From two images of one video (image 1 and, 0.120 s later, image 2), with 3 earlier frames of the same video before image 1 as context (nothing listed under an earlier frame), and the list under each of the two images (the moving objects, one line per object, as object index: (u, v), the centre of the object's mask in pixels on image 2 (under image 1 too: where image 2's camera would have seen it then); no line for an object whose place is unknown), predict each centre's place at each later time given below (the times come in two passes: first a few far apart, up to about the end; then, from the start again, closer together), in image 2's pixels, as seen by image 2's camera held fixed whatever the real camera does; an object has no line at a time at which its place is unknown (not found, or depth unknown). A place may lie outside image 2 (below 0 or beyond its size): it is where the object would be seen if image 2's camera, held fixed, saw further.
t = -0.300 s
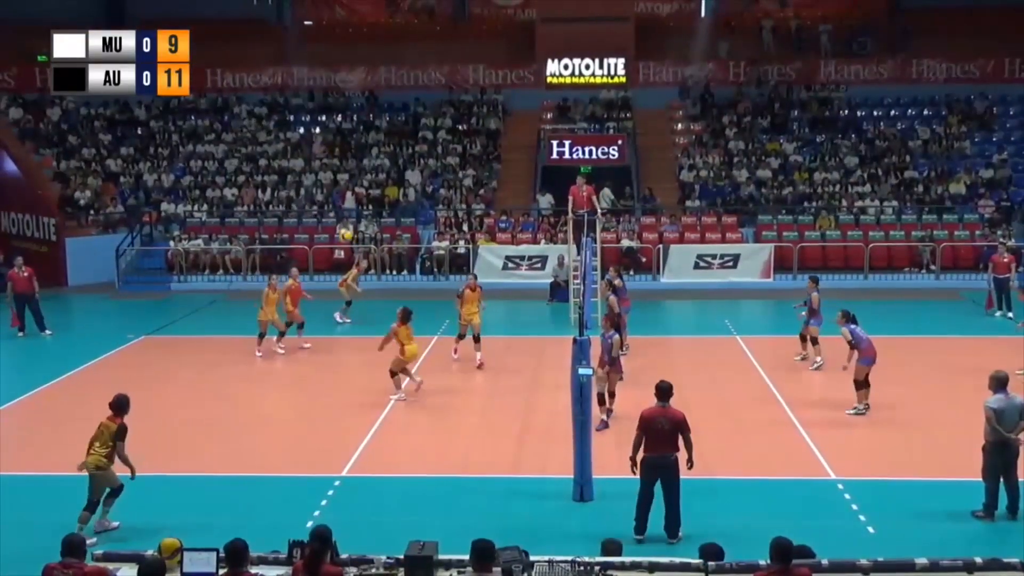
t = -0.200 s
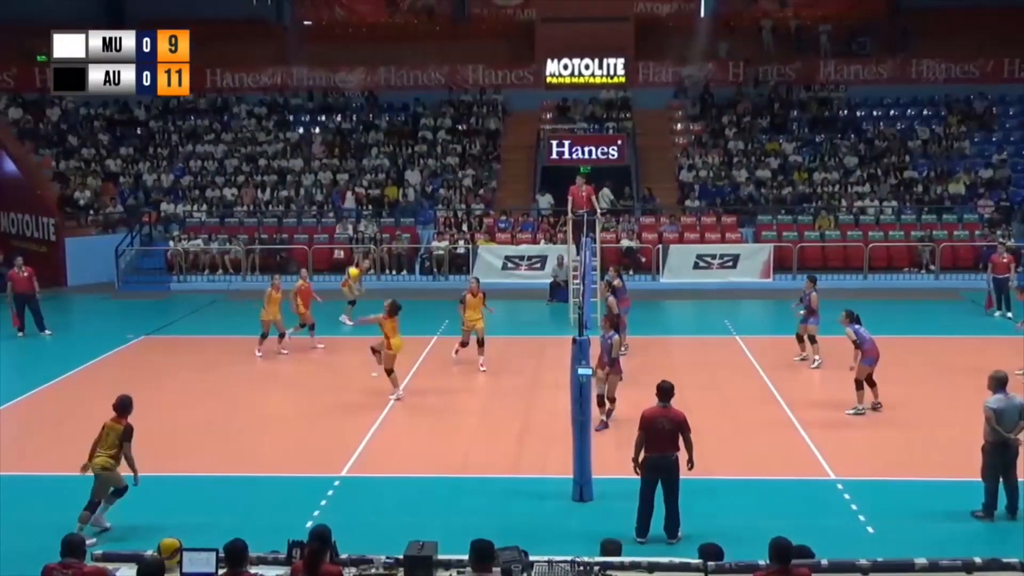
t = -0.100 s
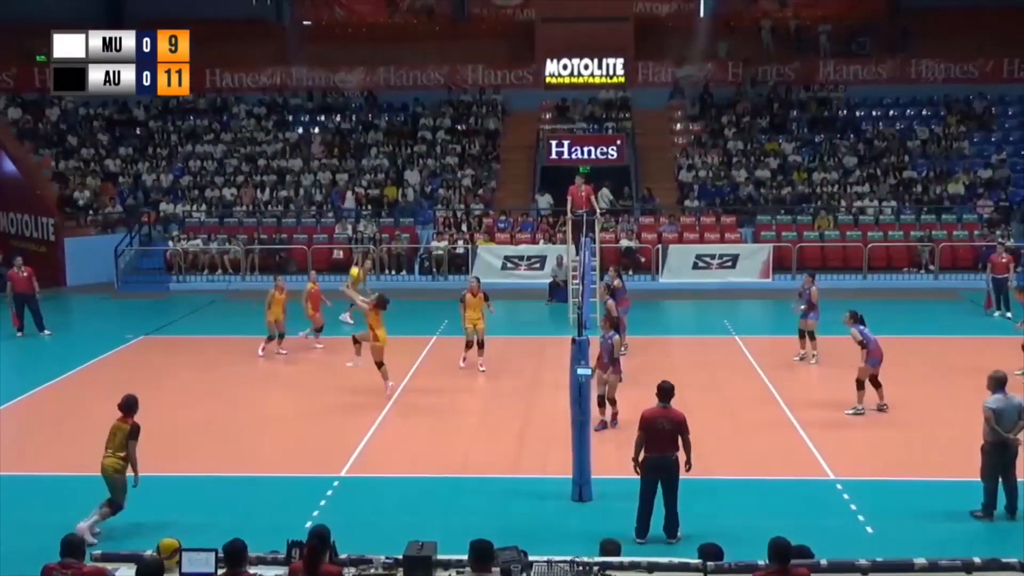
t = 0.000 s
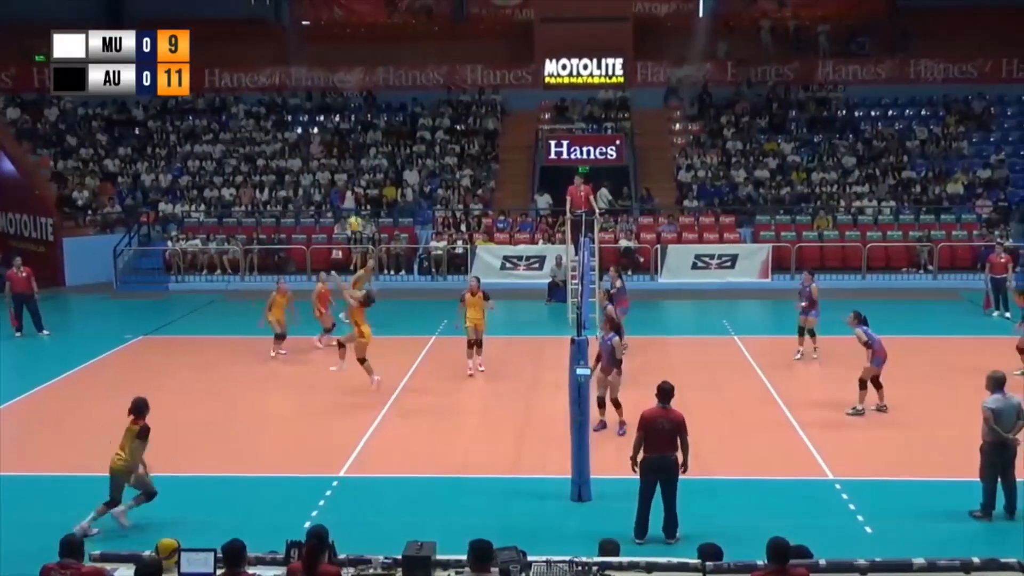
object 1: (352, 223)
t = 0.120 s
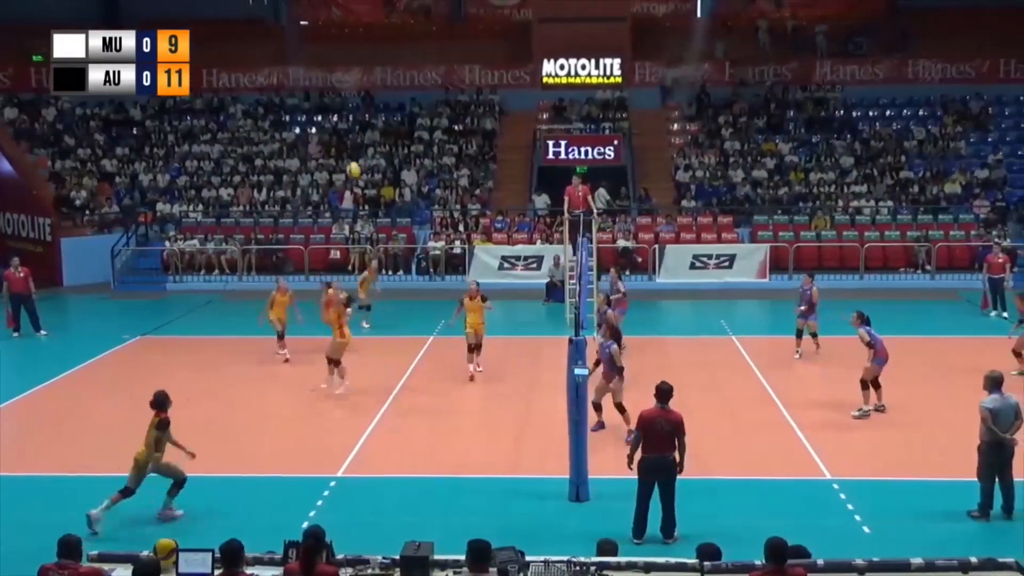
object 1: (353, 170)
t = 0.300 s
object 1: (354, 105)
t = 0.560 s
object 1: (362, 48)
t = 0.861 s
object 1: (372, 38)
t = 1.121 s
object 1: (383, 85)
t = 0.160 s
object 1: (353, 151)
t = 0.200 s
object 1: (354, 139)
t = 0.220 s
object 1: (355, 132)
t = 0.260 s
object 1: (354, 118)
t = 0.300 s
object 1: (354, 105)
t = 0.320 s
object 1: (354, 100)
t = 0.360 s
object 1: (355, 88)
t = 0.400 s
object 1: (357, 77)
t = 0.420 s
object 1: (357, 72)
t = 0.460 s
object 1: (359, 65)
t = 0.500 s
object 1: (360, 57)
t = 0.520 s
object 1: (361, 54)
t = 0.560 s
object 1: (362, 48)
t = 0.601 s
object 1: (363, 43)
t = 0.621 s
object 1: (364, 41)
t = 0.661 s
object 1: (365, 38)
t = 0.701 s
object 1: (366, 36)
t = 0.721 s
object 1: (366, 35)
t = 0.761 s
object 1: (369, 34)
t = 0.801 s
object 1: (370, 35)
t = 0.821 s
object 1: (370, 36)
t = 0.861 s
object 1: (372, 38)
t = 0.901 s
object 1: (374, 42)
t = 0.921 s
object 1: (374, 44)
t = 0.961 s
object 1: (377, 50)
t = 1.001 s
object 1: (378, 57)
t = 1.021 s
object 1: (379, 61)
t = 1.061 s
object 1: (380, 68)
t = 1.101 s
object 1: (382, 79)
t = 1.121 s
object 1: (383, 85)
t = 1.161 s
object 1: (385, 95)
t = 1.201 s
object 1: (386, 108)
